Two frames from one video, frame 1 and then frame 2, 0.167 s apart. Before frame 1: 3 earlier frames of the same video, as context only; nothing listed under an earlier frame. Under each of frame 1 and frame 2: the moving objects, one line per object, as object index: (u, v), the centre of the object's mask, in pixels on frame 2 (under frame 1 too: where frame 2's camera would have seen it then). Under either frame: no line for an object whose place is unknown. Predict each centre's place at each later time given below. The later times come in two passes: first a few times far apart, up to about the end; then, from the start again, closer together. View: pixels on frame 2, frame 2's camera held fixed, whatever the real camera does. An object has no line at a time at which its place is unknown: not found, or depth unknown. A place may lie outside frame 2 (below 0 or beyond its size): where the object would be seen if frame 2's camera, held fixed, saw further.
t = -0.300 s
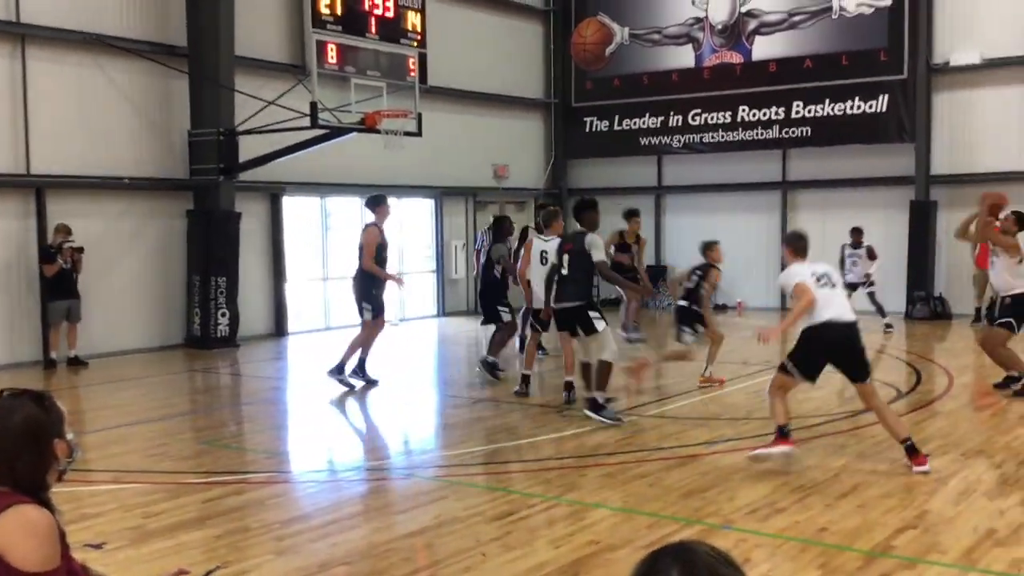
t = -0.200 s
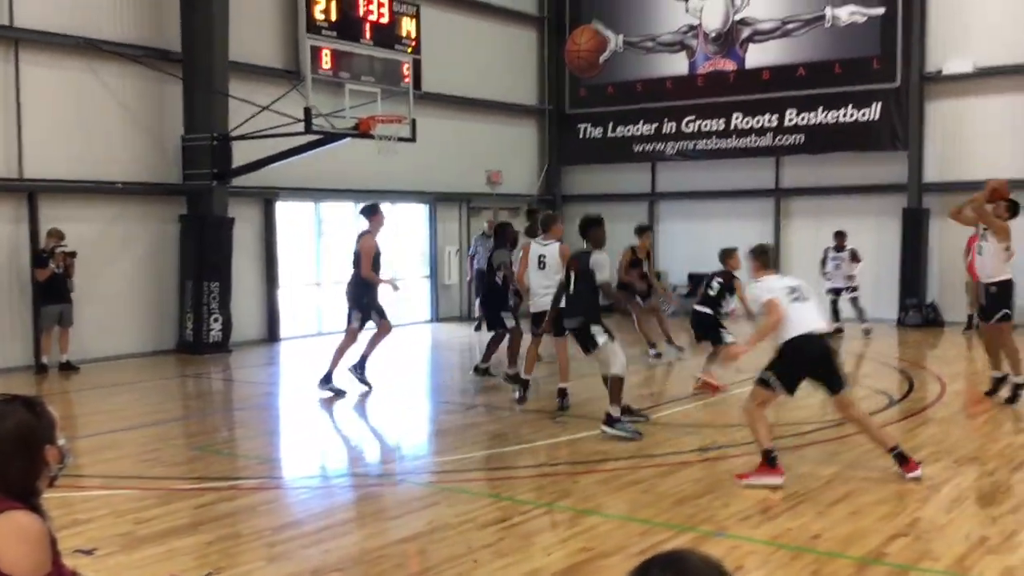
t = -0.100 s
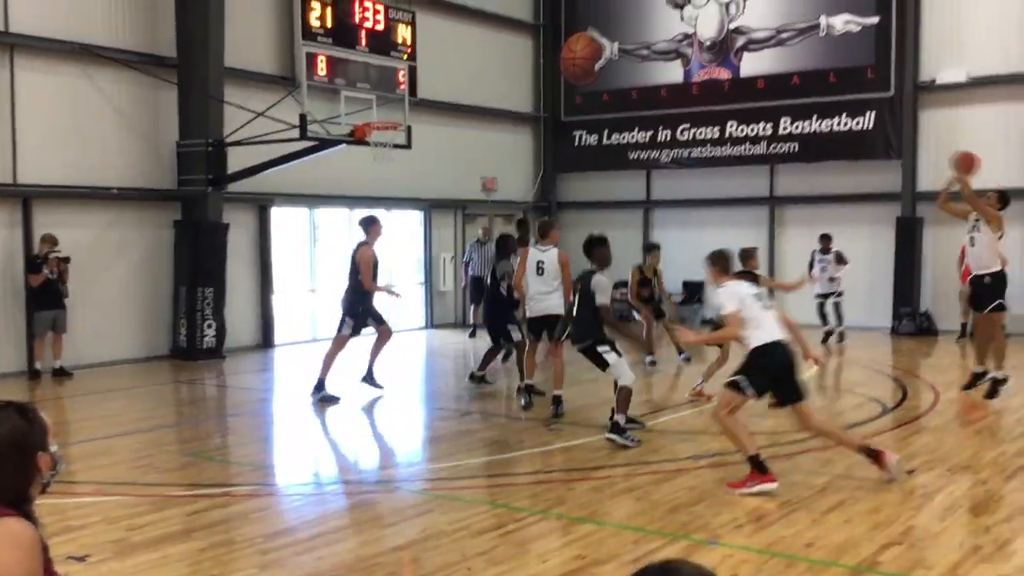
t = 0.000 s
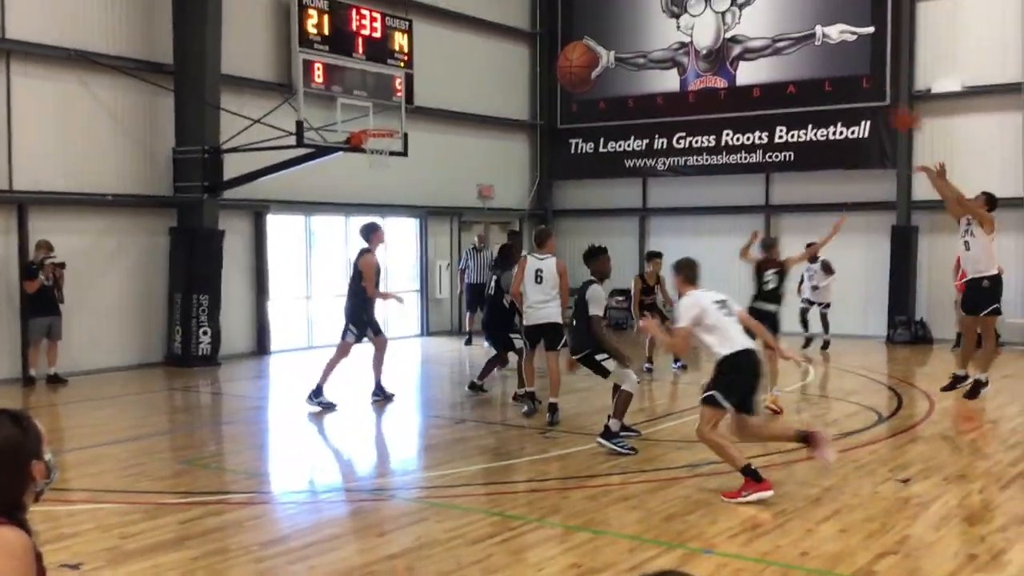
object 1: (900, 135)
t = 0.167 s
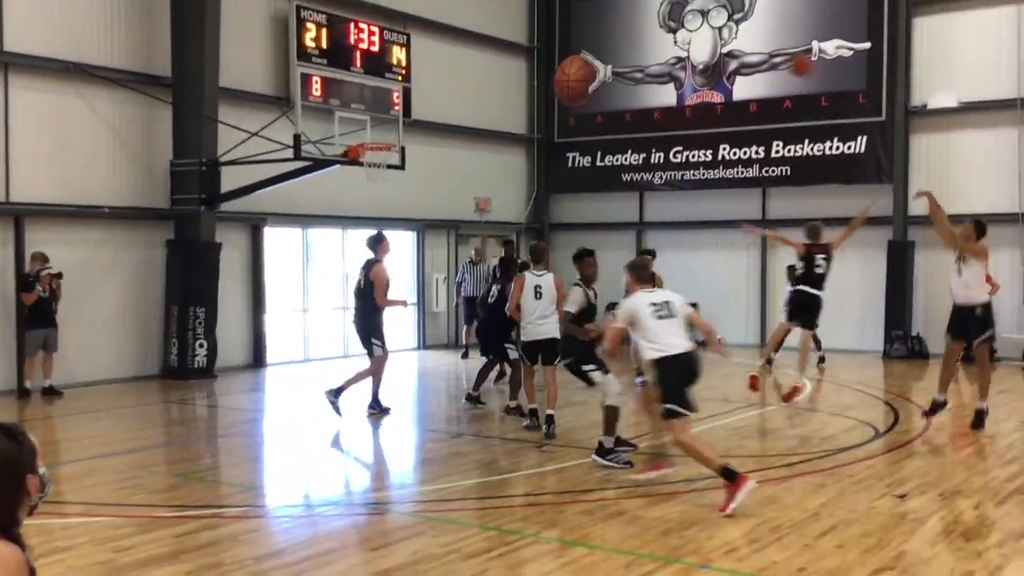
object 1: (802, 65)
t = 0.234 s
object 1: (763, 45)
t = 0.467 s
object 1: (639, 14)
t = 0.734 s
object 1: (512, 37)
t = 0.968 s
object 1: (416, 104)
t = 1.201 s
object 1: (384, 154)
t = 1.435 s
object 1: (386, 173)
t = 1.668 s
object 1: (375, 218)
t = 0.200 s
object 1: (780, 55)
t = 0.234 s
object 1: (763, 45)
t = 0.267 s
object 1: (745, 38)
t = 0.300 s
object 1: (727, 32)
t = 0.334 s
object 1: (706, 25)
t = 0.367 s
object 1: (690, 21)
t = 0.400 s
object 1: (672, 20)
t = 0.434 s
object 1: (653, 15)
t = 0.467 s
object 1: (639, 14)
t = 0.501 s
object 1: (621, 14)
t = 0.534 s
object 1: (605, 14)
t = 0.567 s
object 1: (589, 16)
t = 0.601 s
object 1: (573, 18)
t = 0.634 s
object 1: (558, 22)
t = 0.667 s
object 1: (542, 26)
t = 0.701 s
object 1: (527, 32)
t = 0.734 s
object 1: (512, 37)
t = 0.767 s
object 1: (498, 44)
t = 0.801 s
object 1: (483, 52)
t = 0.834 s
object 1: (468, 60)
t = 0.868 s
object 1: (454, 70)
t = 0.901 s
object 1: (441, 80)
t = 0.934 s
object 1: (427, 91)
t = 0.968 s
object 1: (416, 104)
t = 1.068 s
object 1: (378, 139)
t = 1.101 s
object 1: (370, 144)
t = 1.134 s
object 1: (368, 148)
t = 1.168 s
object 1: (376, 150)
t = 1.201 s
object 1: (384, 154)
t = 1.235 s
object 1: (388, 157)
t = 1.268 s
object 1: (390, 159)
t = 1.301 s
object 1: (391, 162)
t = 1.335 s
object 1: (390, 165)
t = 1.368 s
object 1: (390, 167)
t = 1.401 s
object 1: (388, 169)
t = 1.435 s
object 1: (386, 173)
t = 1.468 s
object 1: (385, 176)
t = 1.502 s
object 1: (384, 180)
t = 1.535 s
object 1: (382, 186)
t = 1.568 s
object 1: (380, 193)
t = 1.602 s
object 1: (378, 200)
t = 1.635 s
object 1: (377, 209)
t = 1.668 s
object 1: (375, 218)
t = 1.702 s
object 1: (374, 227)
